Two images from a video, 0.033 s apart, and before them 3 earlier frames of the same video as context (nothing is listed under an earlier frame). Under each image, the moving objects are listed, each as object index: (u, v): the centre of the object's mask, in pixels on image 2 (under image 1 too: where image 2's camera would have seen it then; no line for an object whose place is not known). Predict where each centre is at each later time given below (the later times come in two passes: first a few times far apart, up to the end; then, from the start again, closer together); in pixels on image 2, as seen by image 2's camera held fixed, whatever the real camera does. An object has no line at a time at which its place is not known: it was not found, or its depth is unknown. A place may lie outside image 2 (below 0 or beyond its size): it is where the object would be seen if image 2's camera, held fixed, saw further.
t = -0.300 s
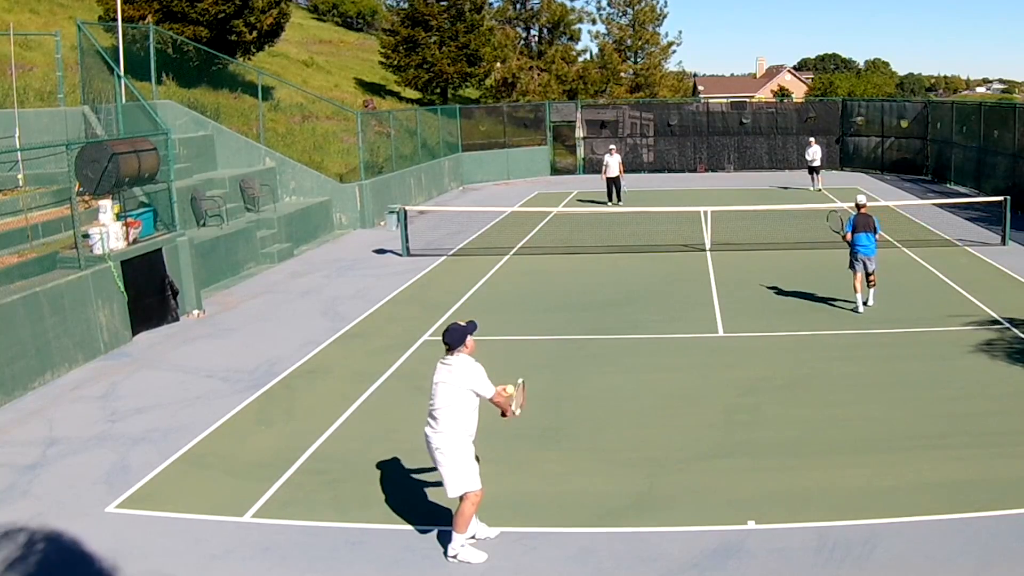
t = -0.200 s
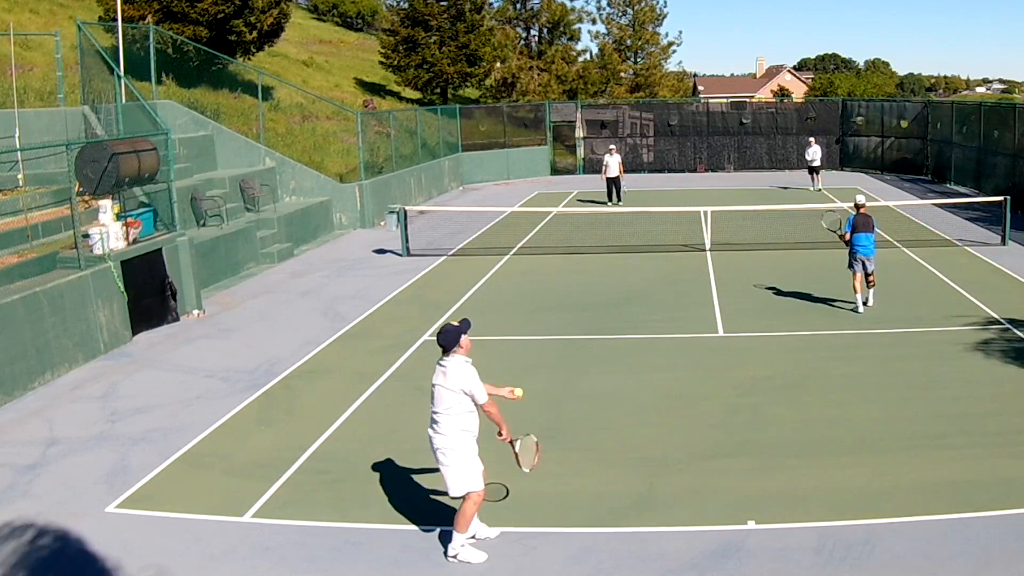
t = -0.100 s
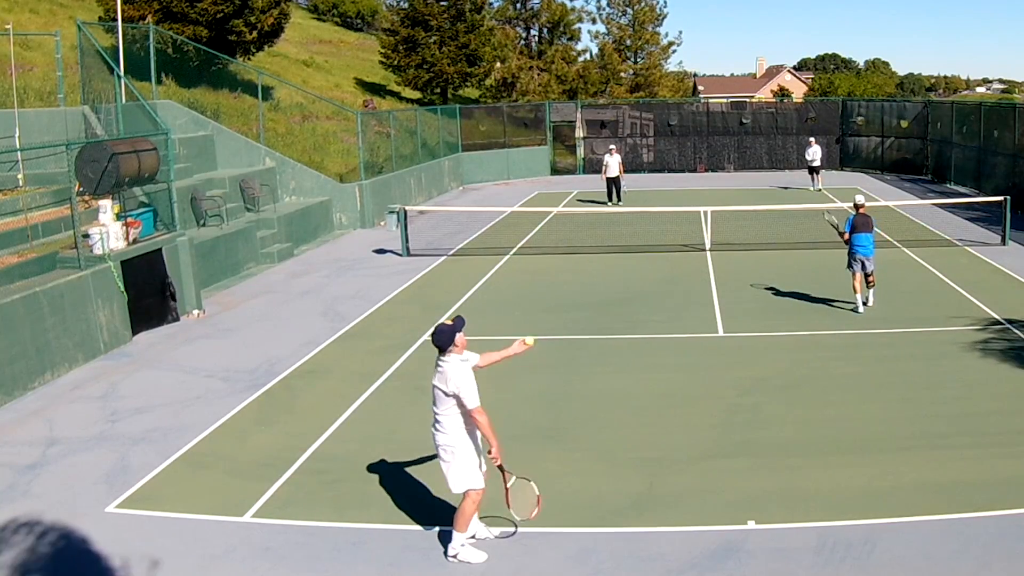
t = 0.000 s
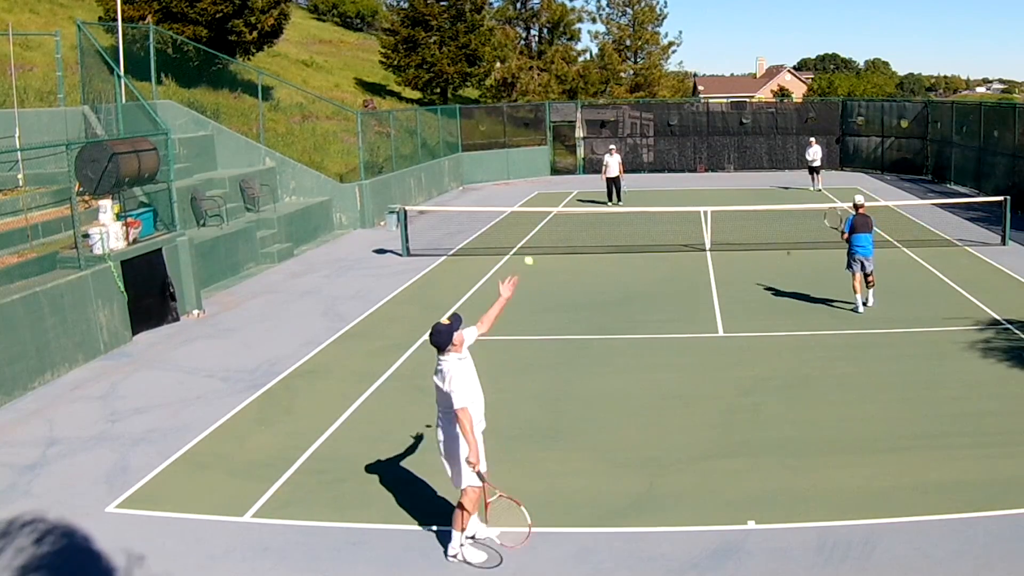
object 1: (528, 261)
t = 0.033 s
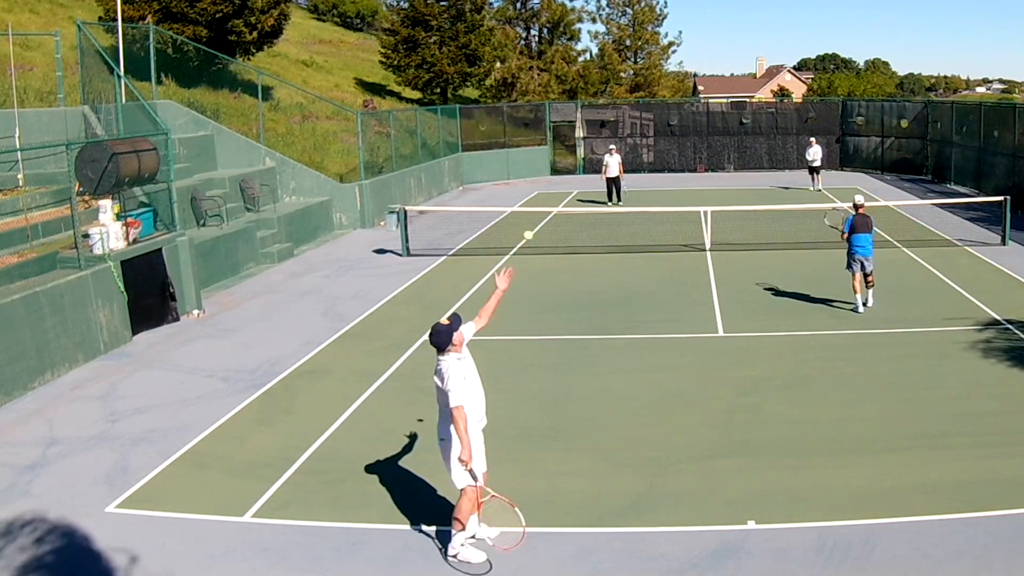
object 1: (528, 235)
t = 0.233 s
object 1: (528, 111)
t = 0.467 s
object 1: (533, 35)
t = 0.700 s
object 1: (540, 32)
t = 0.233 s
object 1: (528, 111)
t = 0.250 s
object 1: (529, 103)
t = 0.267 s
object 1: (528, 97)
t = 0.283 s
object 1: (529, 89)
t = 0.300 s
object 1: (530, 82)
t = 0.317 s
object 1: (530, 75)
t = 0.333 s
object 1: (530, 69)
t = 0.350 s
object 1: (530, 64)
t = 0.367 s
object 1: (531, 58)
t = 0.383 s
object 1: (531, 53)
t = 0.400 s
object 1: (531, 49)
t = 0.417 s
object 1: (532, 44)
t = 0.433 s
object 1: (532, 41)
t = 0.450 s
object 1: (533, 37)
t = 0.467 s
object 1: (533, 35)
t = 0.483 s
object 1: (534, 32)
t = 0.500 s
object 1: (534, 30)
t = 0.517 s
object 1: (534, 28)
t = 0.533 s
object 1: (535, 26)
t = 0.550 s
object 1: (535, 25)
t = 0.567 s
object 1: (536, 25)
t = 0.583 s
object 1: (536, 24)
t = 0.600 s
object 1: (537, 24)
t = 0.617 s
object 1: (537, 24)
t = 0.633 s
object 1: (537, 25)
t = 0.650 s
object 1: (538, 26)
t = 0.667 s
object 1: (538, 28)
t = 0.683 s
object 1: (539, 29)
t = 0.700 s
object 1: (540, 32)
